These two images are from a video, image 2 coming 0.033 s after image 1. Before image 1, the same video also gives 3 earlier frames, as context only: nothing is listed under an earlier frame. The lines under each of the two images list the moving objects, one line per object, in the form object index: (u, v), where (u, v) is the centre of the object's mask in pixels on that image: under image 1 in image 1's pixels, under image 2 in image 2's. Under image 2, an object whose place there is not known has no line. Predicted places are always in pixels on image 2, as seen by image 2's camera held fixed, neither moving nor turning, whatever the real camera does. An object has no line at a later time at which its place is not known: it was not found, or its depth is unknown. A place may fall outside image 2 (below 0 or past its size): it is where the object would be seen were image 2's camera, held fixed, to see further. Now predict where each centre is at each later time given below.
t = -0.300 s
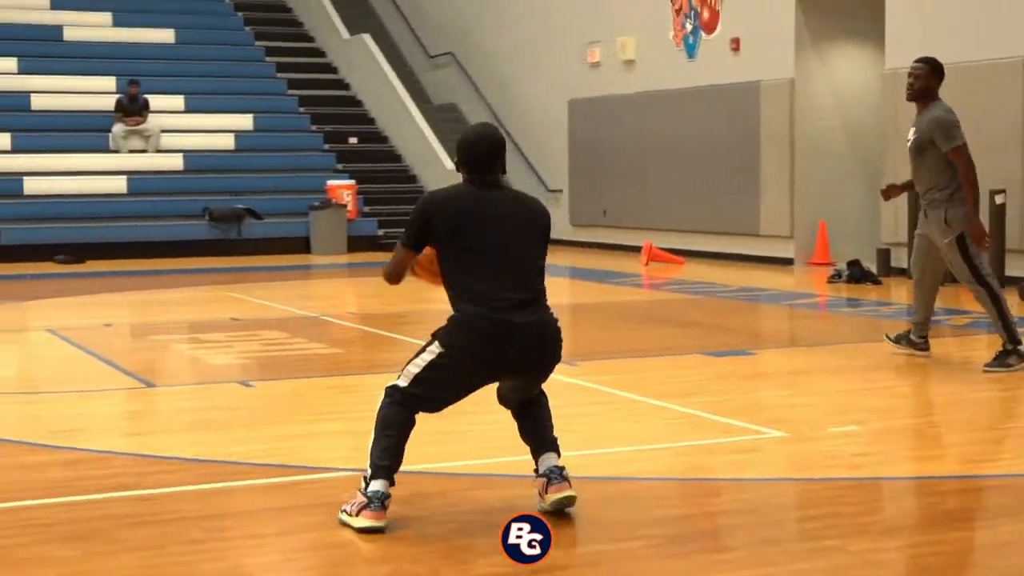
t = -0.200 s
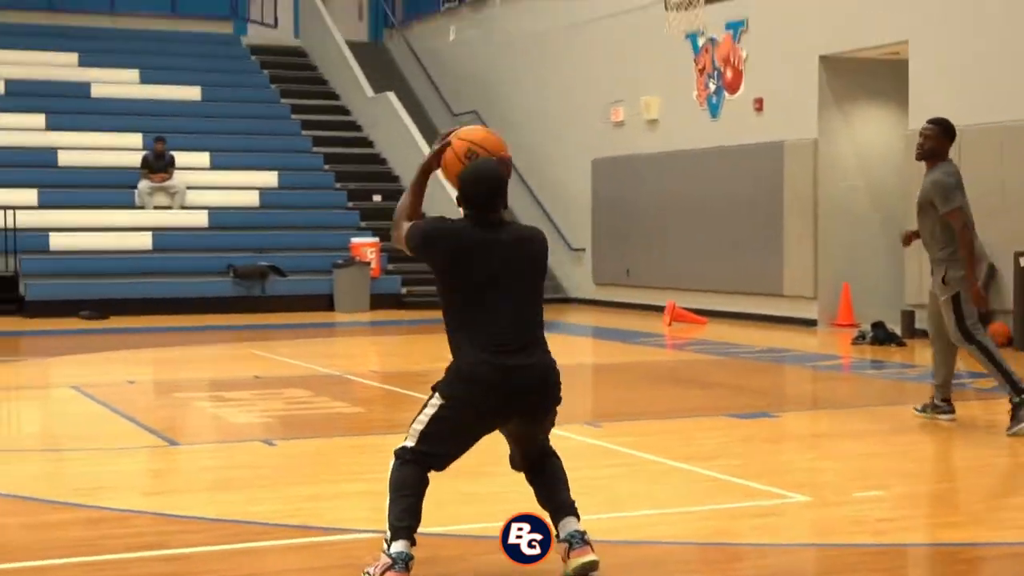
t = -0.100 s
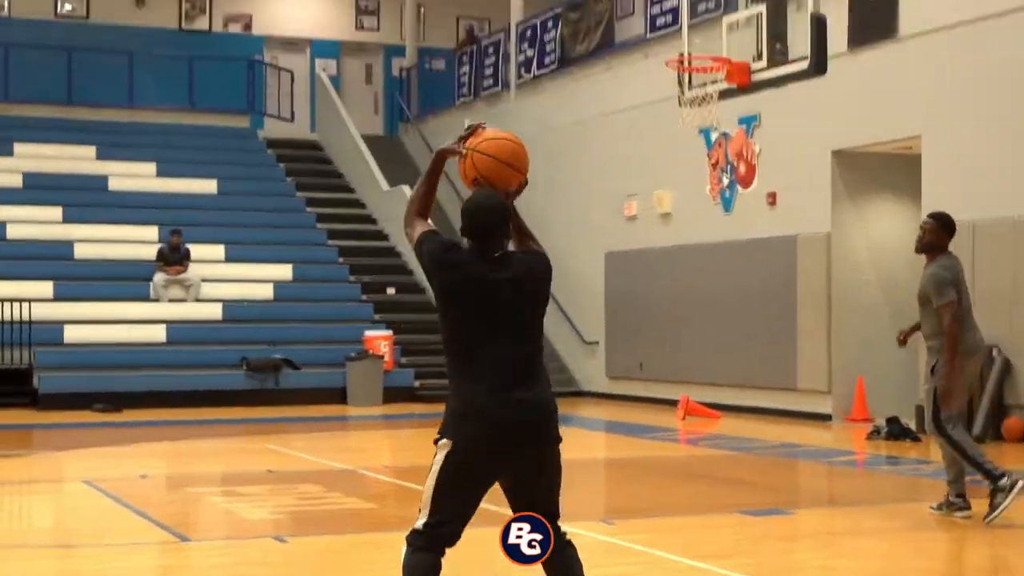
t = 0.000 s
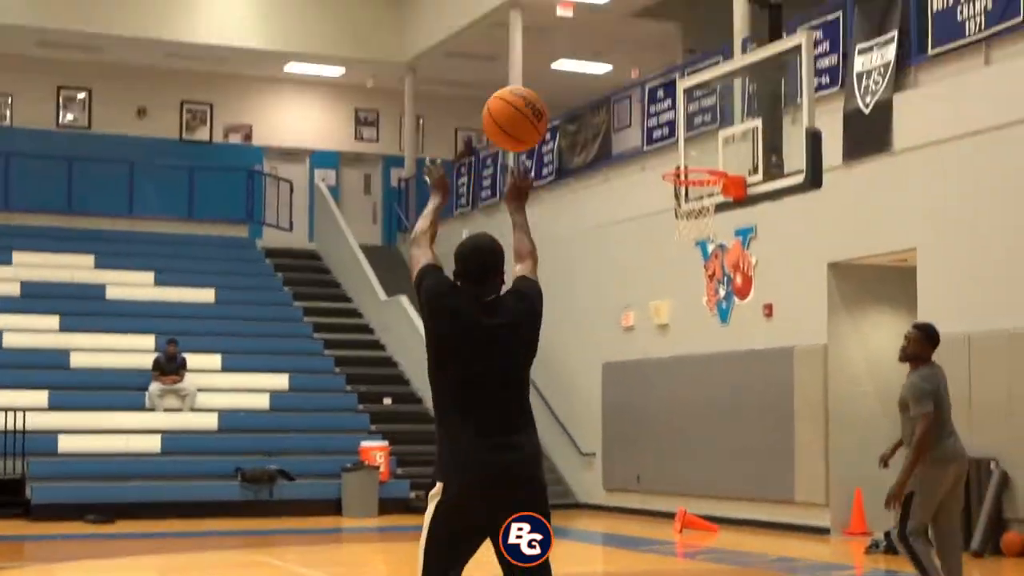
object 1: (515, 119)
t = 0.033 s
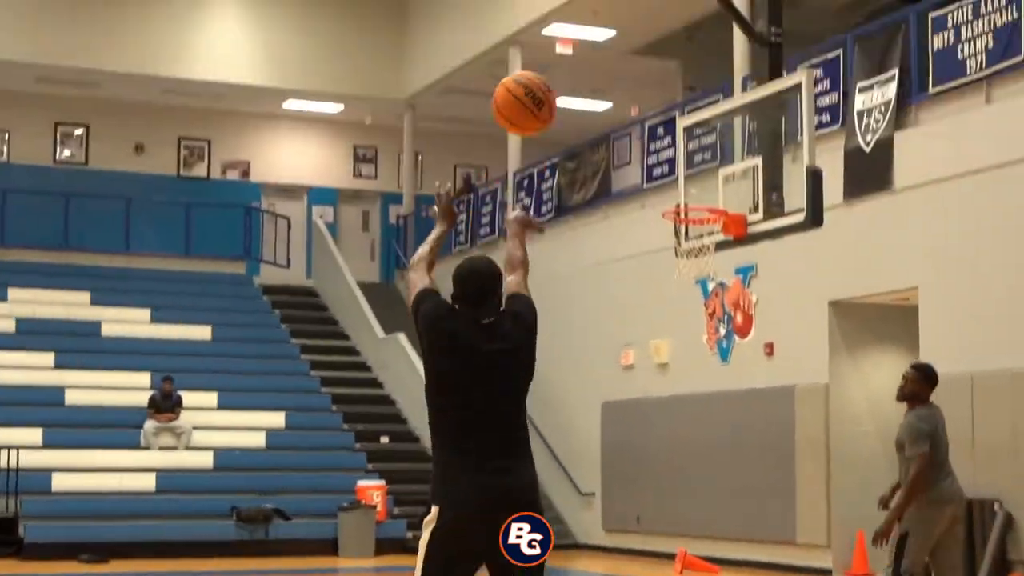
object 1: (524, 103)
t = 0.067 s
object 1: (532, 54)
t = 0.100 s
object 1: (541, 13)
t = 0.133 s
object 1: (549, -24)
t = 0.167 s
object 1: (558, -55)
